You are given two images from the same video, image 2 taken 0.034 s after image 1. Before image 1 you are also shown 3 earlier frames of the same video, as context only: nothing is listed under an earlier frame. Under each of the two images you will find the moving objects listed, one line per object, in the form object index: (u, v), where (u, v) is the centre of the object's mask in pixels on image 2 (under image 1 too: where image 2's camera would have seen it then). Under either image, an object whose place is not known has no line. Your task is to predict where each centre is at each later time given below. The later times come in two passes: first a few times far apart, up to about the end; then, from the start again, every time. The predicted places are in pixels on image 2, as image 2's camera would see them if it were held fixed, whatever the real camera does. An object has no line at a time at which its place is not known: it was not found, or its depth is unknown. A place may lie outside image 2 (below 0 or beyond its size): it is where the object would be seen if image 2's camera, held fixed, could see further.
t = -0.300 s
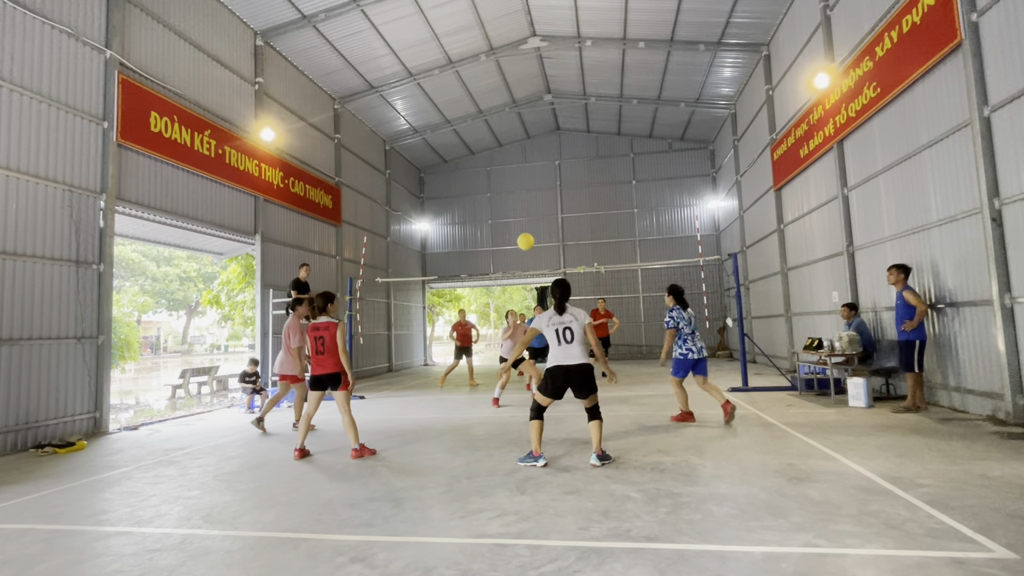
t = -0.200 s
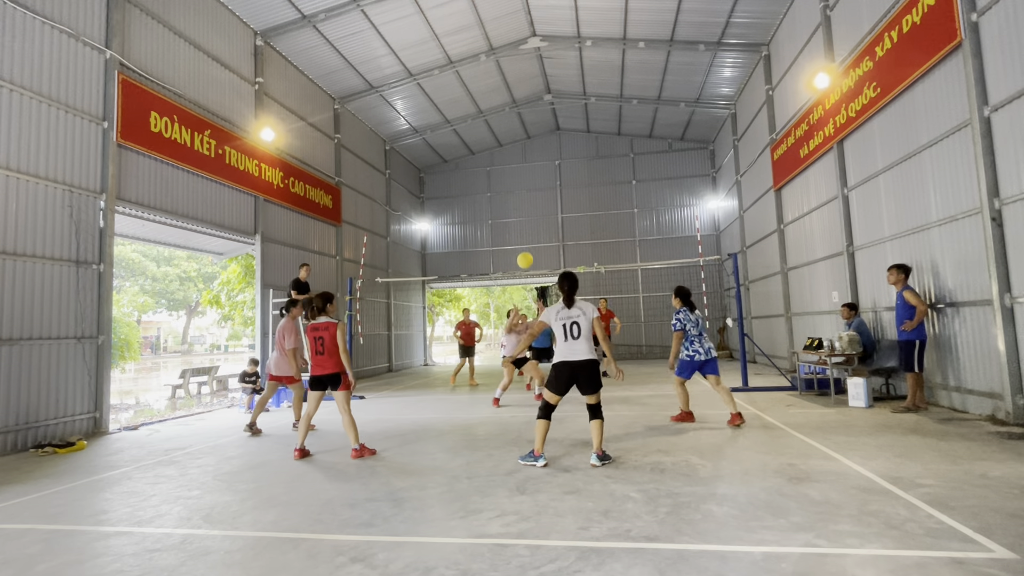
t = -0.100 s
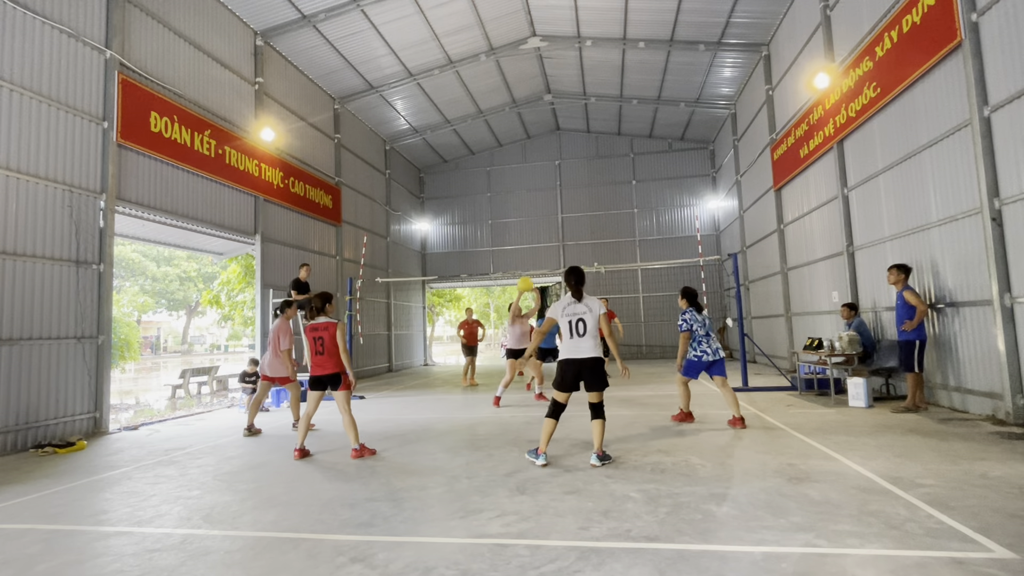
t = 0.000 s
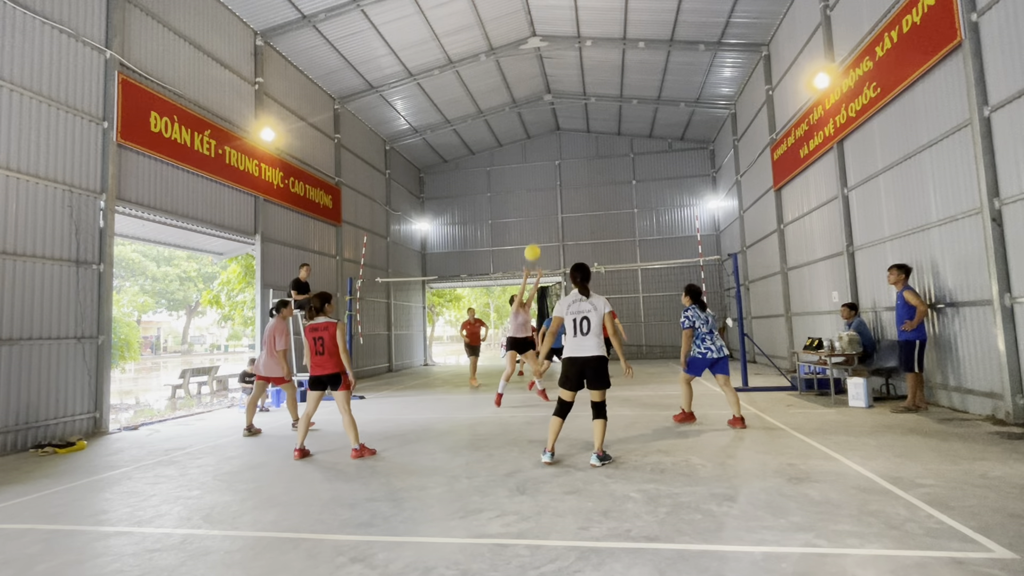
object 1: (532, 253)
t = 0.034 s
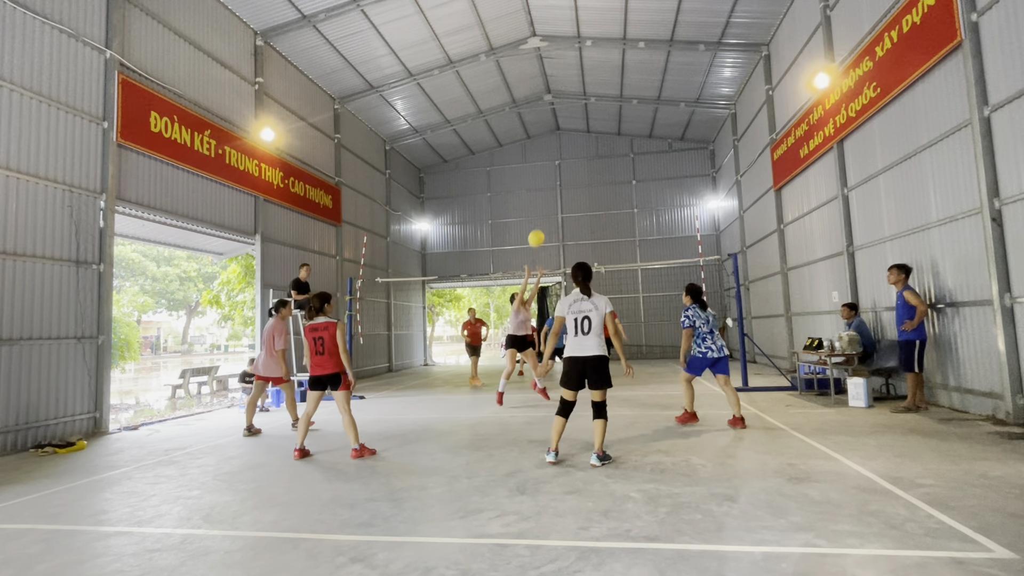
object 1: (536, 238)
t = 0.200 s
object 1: (556, 179)
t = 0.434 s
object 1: (586, 126)
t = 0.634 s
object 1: (615, 109)
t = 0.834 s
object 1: (646, 118)
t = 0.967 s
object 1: (668, 141)
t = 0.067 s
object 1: (540, 225)
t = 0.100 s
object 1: (544, 213)
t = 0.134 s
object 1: (548, 201)
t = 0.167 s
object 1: (552, 190)
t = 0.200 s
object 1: (556, 179)
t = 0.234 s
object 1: (560, 169)
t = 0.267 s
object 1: (564, 161)
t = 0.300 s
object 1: (569, 152)
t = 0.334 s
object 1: (573, 145)
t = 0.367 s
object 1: (577, 138)
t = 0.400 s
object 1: (582, 132)
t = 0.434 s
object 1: (586, 126)
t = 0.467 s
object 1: (591, 122)
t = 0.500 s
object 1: (596, 117)
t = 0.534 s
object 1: (600, 114)
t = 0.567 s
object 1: (605, 112)
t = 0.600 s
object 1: (610, 110)
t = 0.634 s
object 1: (615, 109)
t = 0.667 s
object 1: (619, 108)
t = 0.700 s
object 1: (625, 109)
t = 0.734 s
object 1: (630, 110)
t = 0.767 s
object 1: (635, 112)
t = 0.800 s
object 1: (640, 115)
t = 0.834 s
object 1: (646, 118)
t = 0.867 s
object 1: (651, 123)
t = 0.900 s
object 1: (657, 128)
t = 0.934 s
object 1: (662, 134)
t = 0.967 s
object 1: (668, 141)
